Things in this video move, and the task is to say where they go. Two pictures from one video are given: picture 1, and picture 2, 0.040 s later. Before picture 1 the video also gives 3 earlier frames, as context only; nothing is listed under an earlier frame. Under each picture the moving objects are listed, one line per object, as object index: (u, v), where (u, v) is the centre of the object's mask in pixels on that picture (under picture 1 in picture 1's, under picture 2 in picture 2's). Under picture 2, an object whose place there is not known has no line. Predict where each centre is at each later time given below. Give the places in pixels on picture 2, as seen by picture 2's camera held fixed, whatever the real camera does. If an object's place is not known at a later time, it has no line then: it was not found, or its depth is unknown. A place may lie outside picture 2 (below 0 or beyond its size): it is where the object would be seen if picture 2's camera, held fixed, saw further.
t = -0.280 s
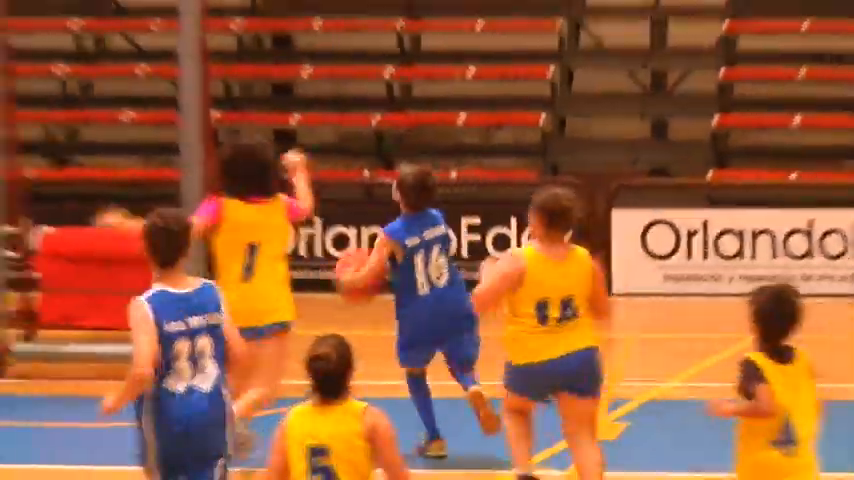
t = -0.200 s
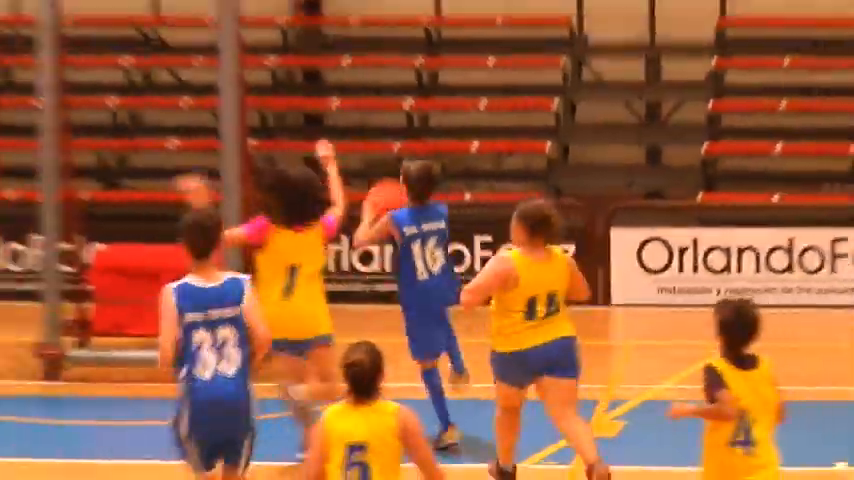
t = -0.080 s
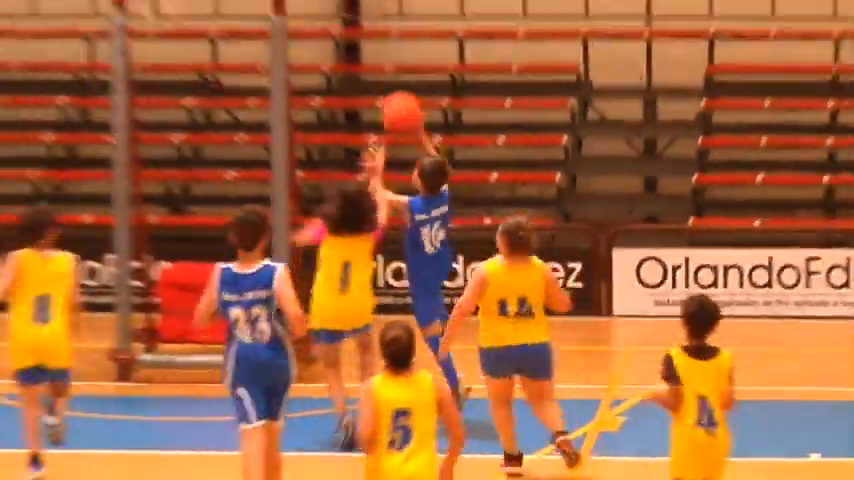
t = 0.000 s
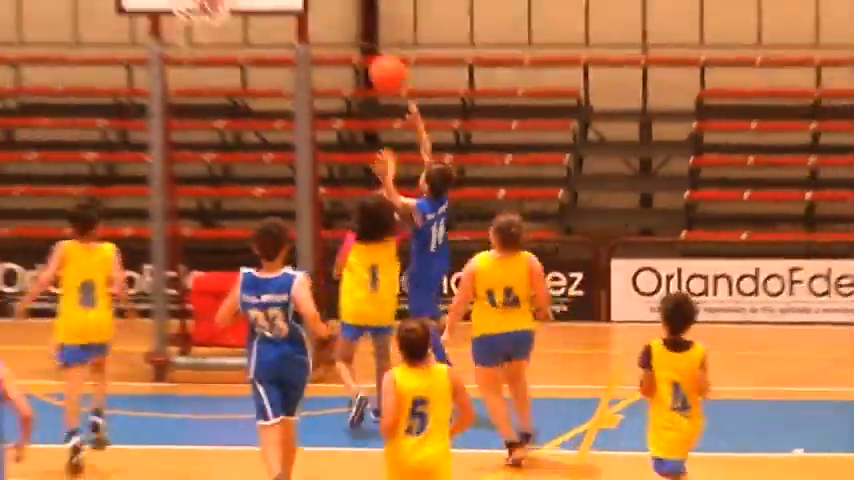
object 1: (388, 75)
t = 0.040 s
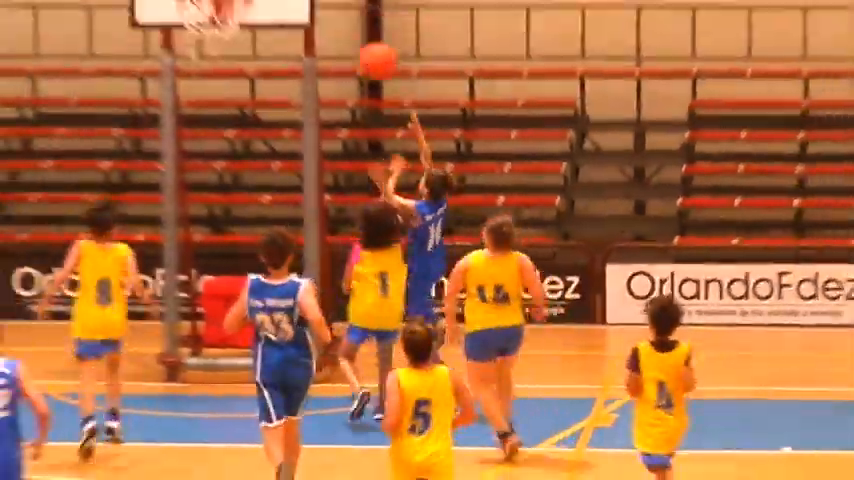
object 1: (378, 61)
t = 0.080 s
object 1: (363, 37)
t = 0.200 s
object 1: (318, -27)
